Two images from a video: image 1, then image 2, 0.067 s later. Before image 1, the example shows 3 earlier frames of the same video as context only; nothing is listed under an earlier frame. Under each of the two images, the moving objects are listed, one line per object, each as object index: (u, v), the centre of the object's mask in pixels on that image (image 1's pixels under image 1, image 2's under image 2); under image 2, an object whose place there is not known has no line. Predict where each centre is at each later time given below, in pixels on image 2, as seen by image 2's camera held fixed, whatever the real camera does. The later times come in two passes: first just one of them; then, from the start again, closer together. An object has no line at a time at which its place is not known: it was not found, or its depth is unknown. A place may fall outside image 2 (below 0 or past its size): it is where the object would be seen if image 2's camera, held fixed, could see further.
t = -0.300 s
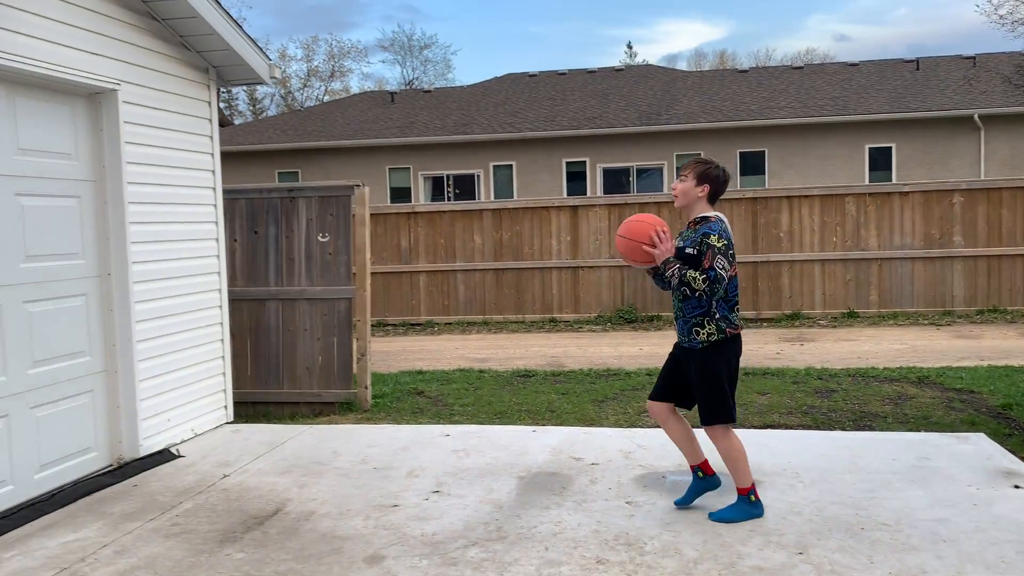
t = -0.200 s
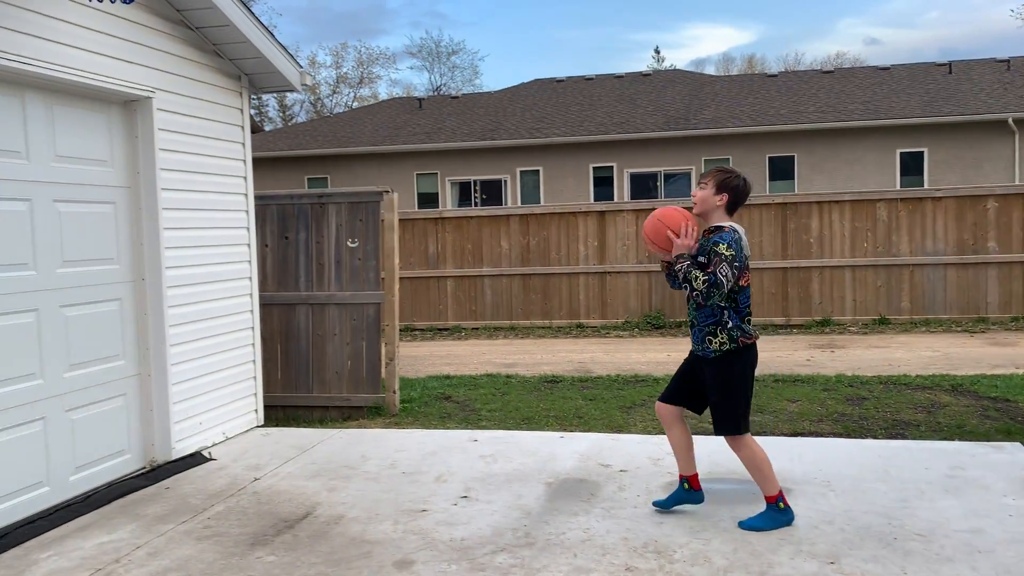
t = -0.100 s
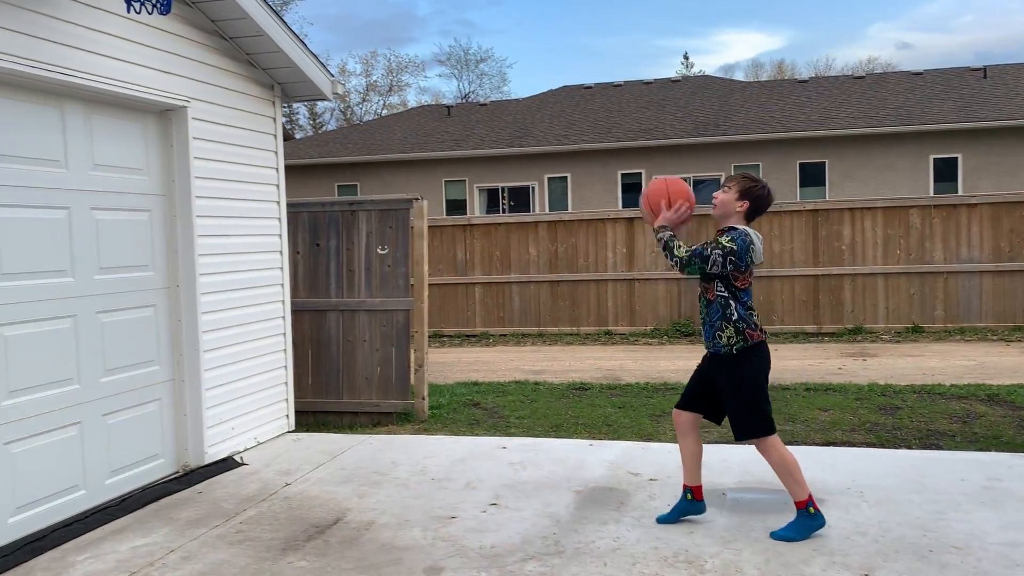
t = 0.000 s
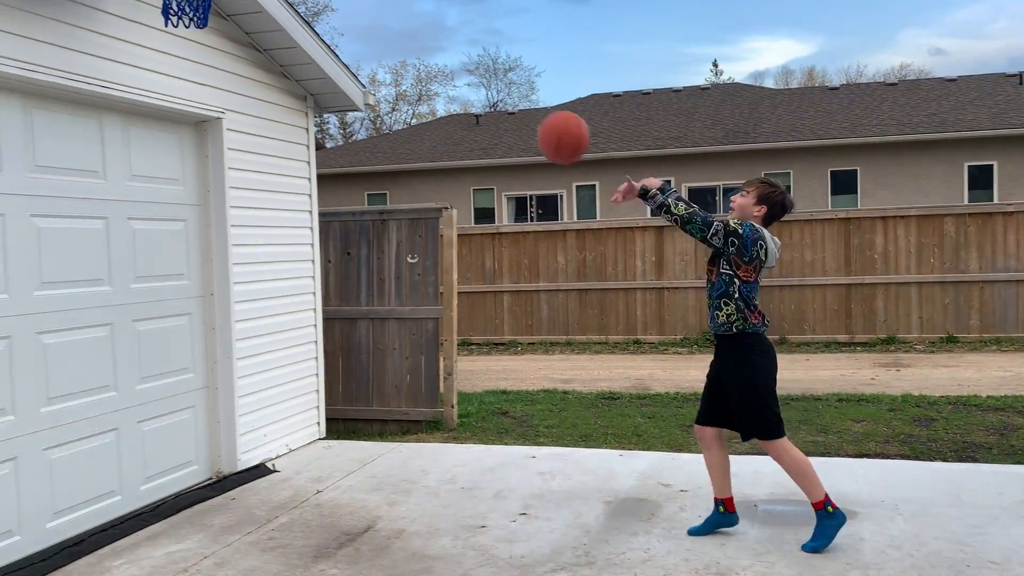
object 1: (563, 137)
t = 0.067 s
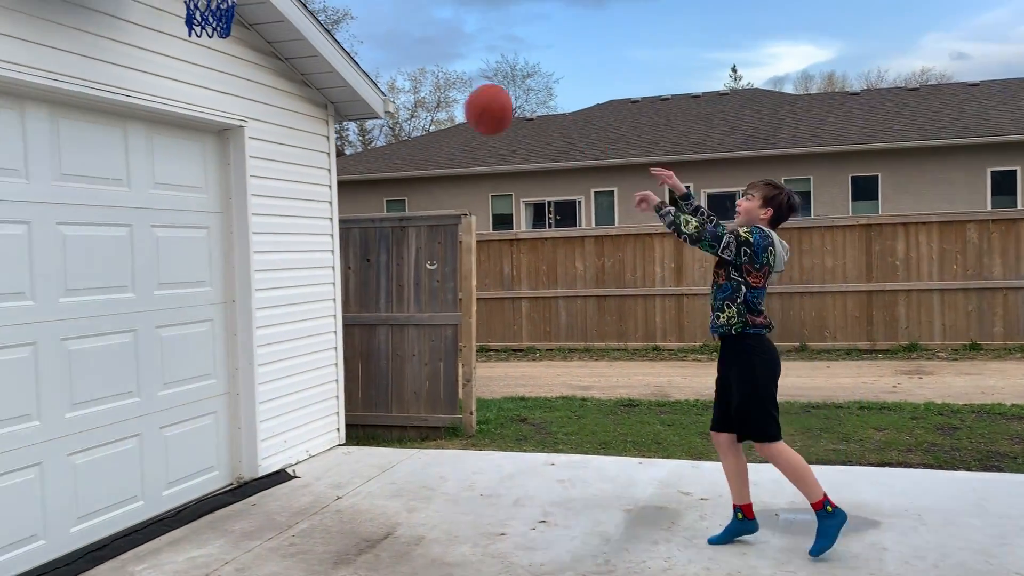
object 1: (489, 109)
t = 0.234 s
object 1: (281, 67)
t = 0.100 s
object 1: (445, 96)
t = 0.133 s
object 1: (402, 85)
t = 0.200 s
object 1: (319, 70)
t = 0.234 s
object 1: (281, 67)
